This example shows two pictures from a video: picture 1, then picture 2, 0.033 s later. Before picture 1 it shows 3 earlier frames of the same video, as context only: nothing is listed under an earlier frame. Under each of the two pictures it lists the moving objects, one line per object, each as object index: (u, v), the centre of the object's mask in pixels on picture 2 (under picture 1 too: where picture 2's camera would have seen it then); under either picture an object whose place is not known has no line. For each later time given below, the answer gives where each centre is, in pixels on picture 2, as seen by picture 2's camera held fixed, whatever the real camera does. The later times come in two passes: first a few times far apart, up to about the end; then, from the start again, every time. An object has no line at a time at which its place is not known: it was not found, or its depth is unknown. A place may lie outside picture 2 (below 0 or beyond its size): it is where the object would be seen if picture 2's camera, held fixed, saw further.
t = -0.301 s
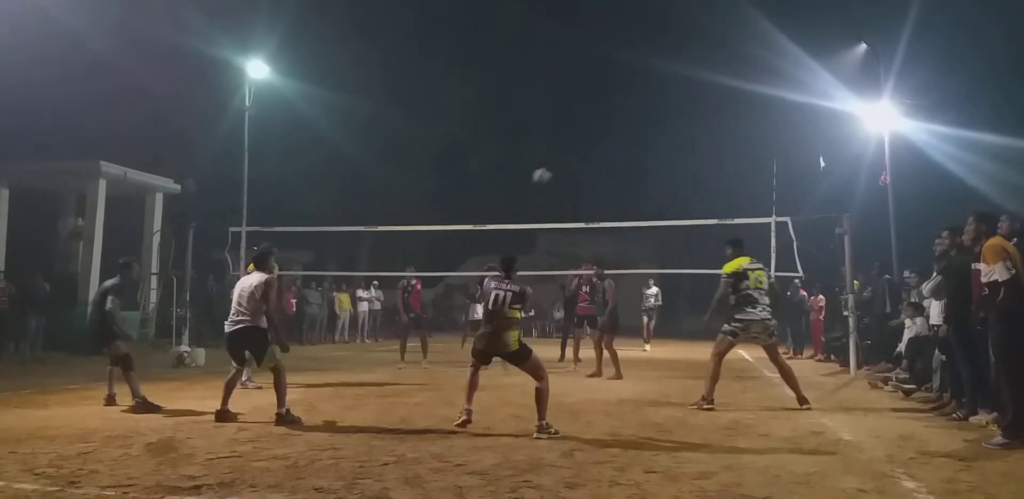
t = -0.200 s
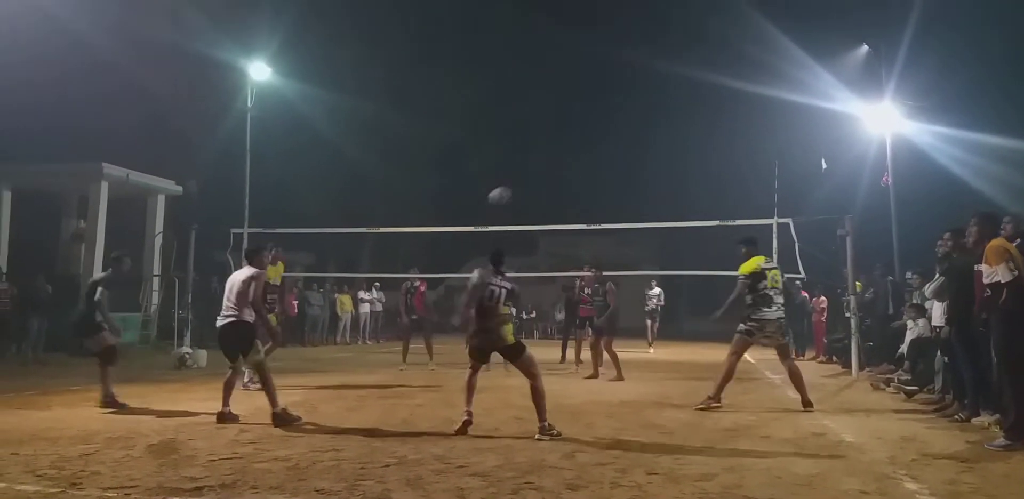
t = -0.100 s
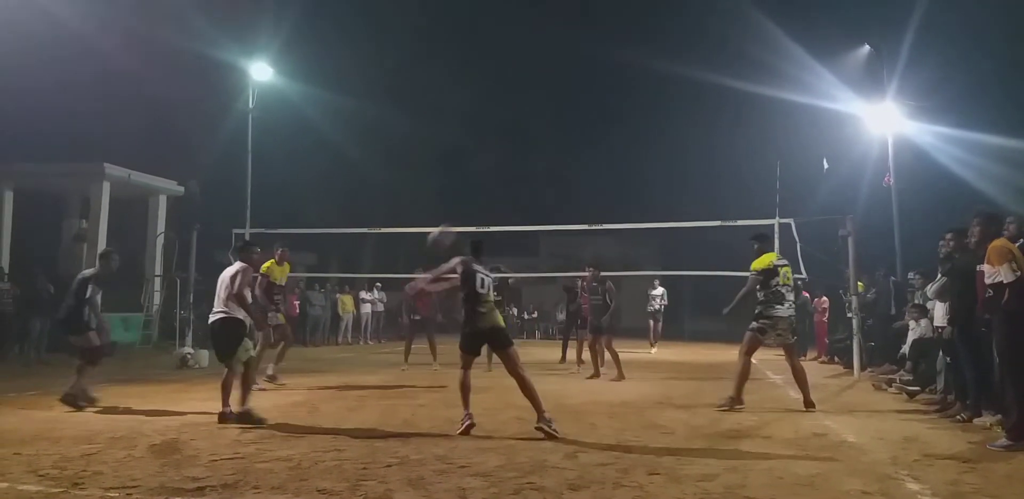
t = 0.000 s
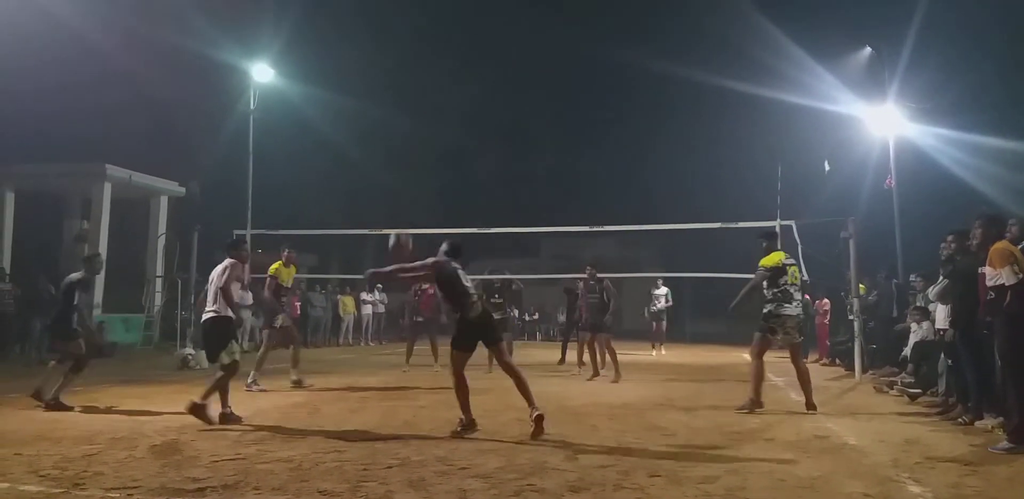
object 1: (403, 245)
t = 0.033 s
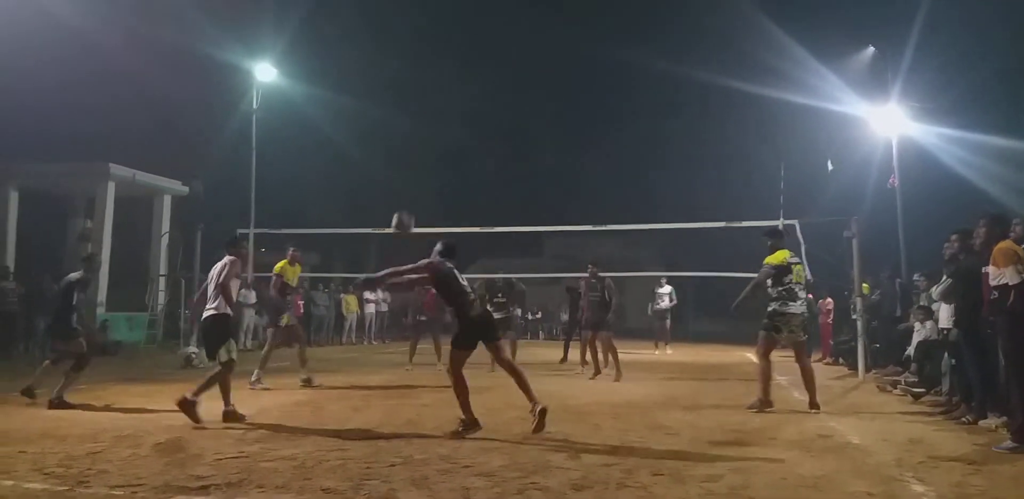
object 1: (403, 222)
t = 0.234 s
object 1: (400, 155)
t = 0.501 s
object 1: (397, 135)
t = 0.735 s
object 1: (395, 159)
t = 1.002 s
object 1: (392, 223)
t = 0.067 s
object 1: (402, 207)
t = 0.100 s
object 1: (402, 194)
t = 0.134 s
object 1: (401, 183)
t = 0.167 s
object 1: (401, 172)
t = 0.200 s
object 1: (401, 163)
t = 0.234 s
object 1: (400, 155)
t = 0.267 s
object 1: (400, 149)
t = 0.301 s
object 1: (399, 144)
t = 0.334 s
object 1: (399, 140)
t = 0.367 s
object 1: (398, 137)
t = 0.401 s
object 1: (398, 135)
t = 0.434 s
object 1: (398, 134)
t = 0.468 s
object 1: (397, 134)
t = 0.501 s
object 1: (397, 135)
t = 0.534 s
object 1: (397, 136)
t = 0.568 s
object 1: (396, 138)
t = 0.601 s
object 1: (396, 141)
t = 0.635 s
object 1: (396, 145)
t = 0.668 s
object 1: (395, 149)
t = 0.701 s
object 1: (395, 154)
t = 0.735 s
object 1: (395, 159)
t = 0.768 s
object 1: (394, 166)
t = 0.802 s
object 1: (394, 172)
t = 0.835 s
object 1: (393, 179)
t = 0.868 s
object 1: (393, 187)
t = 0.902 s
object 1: (393, 196)
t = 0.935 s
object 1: (393, 204)
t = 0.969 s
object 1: (392, 213)
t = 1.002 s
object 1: (392, 223)
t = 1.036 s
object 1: (392, 233)
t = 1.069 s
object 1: (391, 243)
